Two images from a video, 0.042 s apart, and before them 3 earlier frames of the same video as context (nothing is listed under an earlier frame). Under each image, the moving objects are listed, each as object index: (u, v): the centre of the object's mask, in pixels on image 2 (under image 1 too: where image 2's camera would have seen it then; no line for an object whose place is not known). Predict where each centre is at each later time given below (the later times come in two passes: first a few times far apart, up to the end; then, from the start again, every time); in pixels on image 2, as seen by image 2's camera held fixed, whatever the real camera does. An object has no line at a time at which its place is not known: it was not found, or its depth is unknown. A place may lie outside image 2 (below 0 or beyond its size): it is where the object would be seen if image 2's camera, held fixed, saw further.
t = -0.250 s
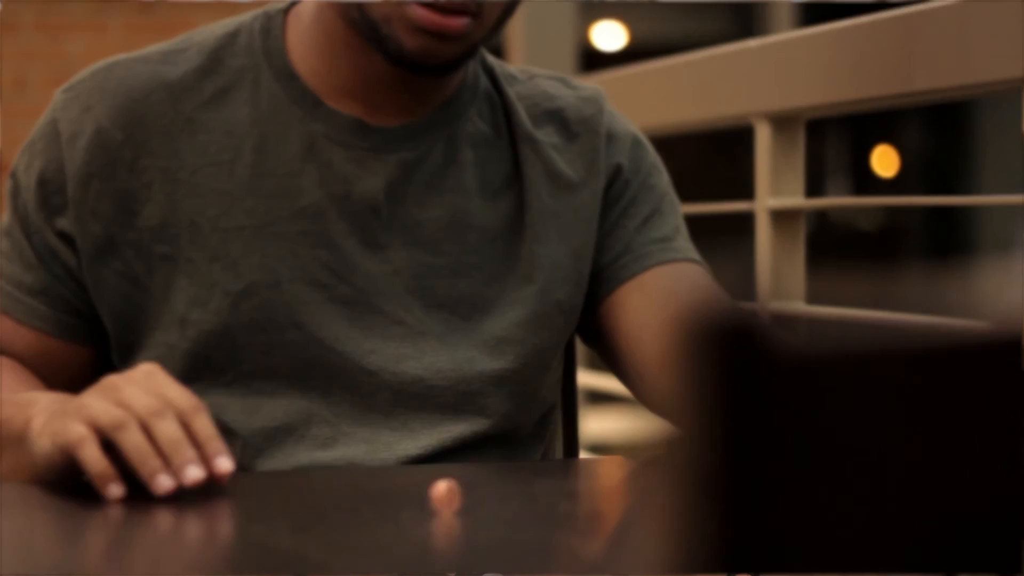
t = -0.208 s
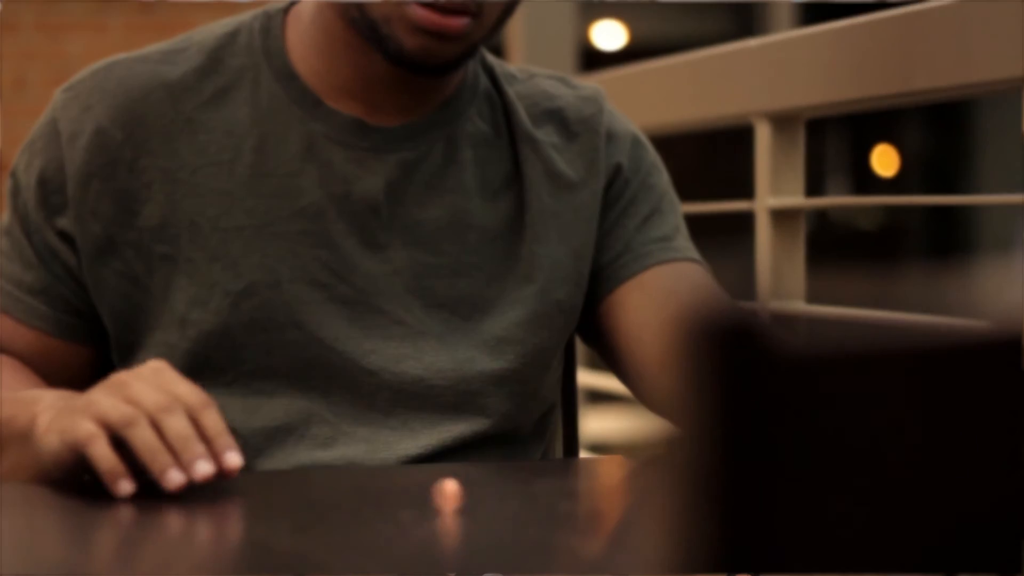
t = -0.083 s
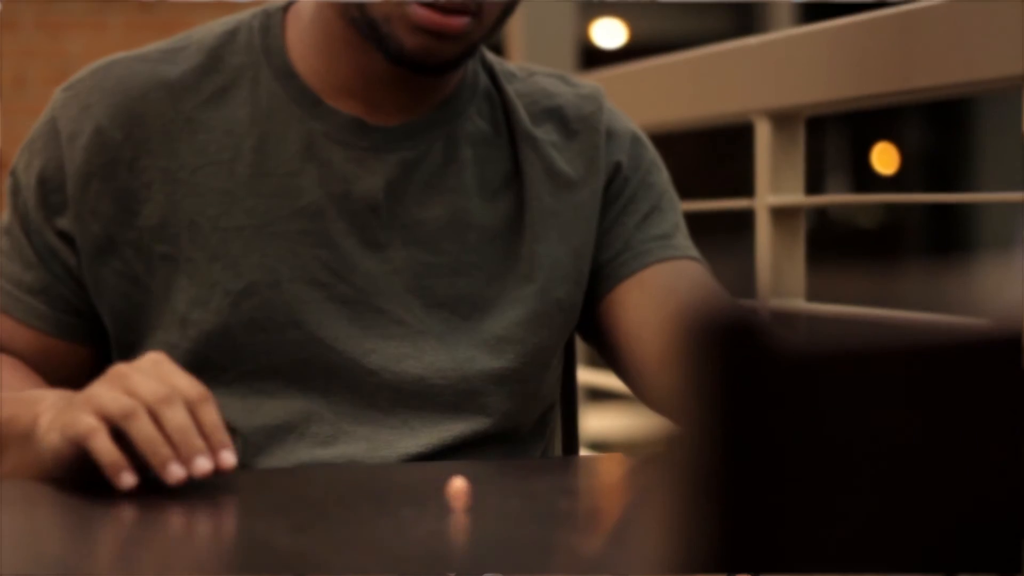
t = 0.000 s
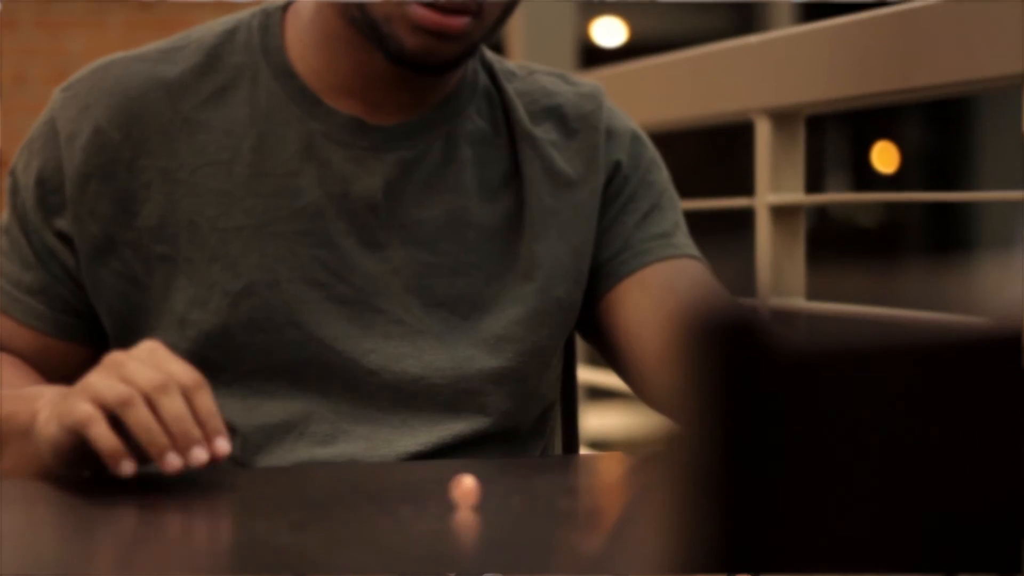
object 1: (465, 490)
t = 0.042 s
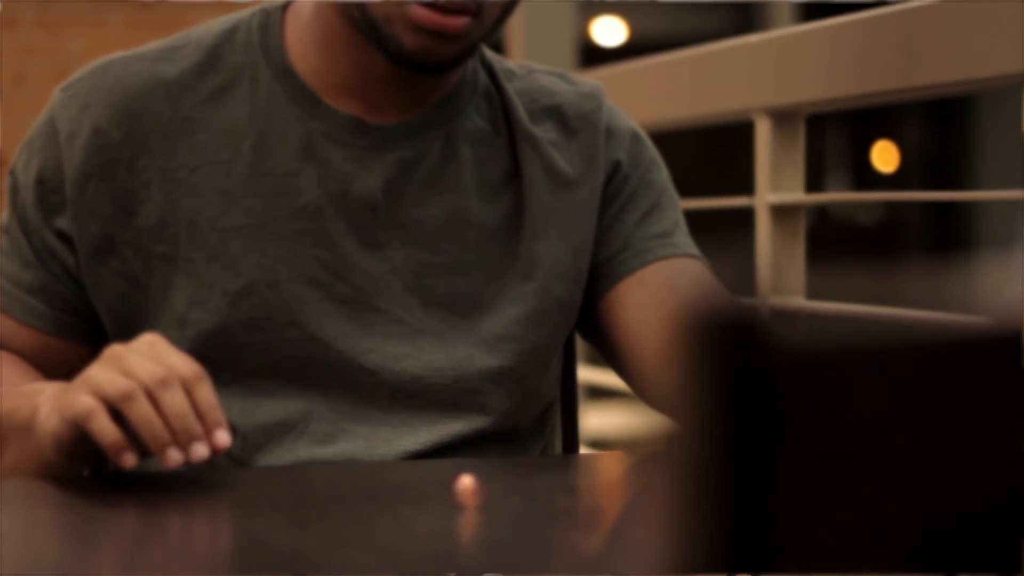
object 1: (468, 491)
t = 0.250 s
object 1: (479, 491)
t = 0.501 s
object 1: (477, 493)
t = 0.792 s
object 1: (453, 497)
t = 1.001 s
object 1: (423, 499)
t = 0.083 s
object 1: (472, 490)
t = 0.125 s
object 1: (474, 490)
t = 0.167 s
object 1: (476, 491)
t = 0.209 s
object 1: (478, 491)
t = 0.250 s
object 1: (479, 491)
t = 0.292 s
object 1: (480, 491)
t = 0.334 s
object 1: (480, 492)
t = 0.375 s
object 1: (480, 492)
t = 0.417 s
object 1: (480, 494)
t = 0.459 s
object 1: (477, 493)
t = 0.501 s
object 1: (477, 493)
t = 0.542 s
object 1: (475, 494)
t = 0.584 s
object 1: (473, 494)
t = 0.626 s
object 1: (468, 496)
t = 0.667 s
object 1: (465, 496)
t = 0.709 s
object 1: (462, 496)
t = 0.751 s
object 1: (458, 497)
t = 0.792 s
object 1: (453, 497)
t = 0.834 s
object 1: (445, 498)
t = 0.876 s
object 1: (439, 499)
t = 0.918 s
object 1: (434, 499)
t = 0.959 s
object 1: (428, 499)
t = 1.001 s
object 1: (423, 499)
